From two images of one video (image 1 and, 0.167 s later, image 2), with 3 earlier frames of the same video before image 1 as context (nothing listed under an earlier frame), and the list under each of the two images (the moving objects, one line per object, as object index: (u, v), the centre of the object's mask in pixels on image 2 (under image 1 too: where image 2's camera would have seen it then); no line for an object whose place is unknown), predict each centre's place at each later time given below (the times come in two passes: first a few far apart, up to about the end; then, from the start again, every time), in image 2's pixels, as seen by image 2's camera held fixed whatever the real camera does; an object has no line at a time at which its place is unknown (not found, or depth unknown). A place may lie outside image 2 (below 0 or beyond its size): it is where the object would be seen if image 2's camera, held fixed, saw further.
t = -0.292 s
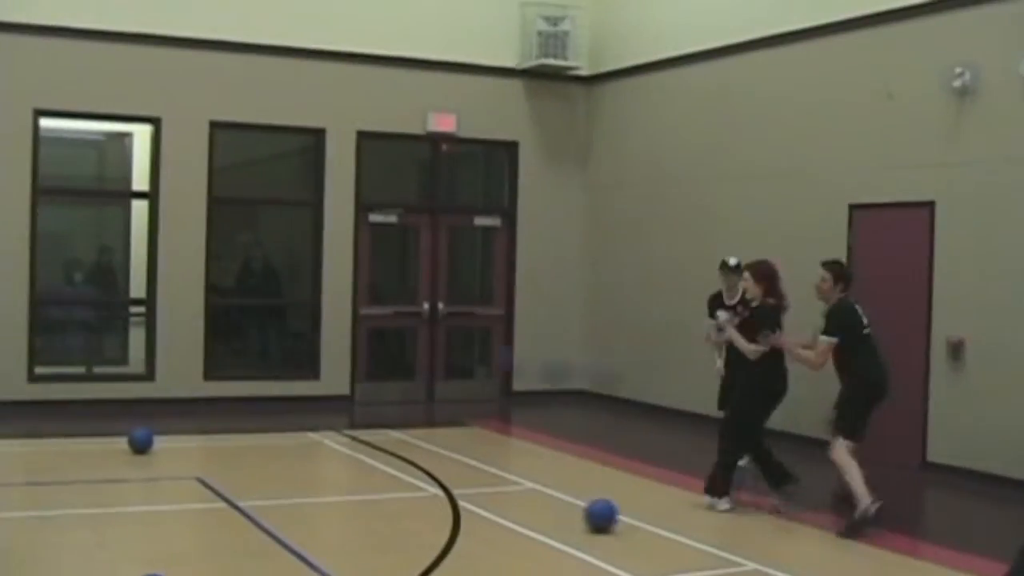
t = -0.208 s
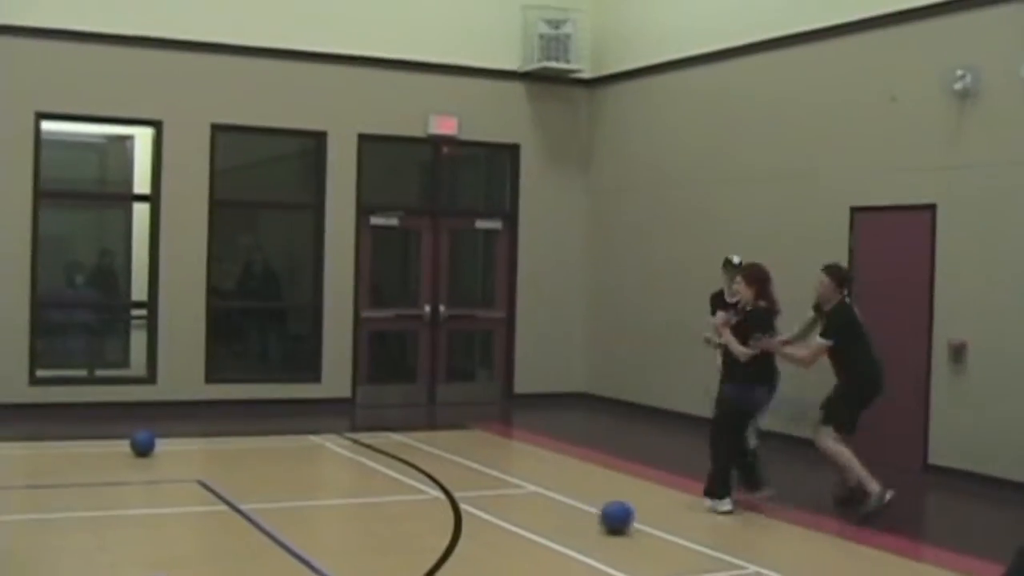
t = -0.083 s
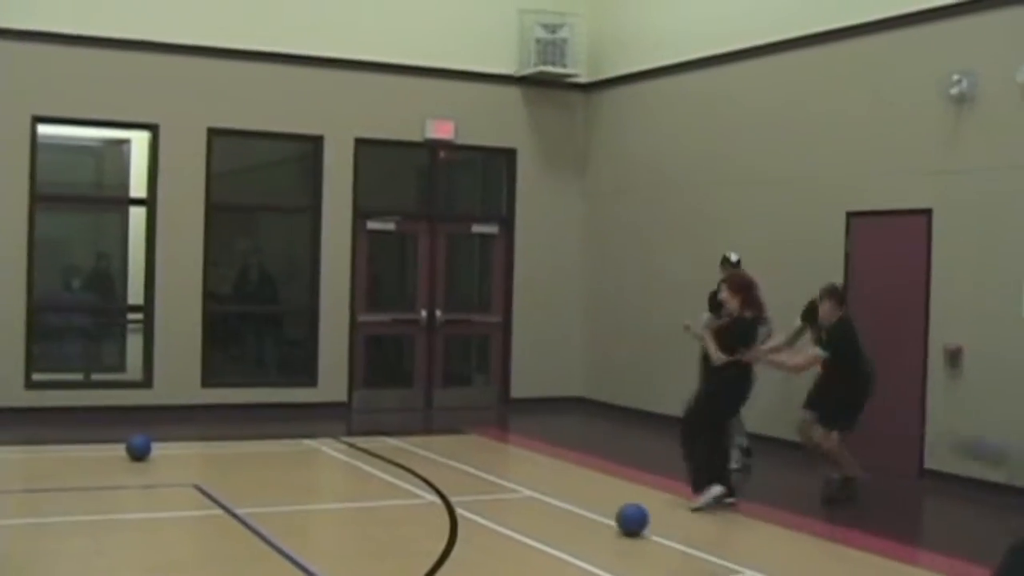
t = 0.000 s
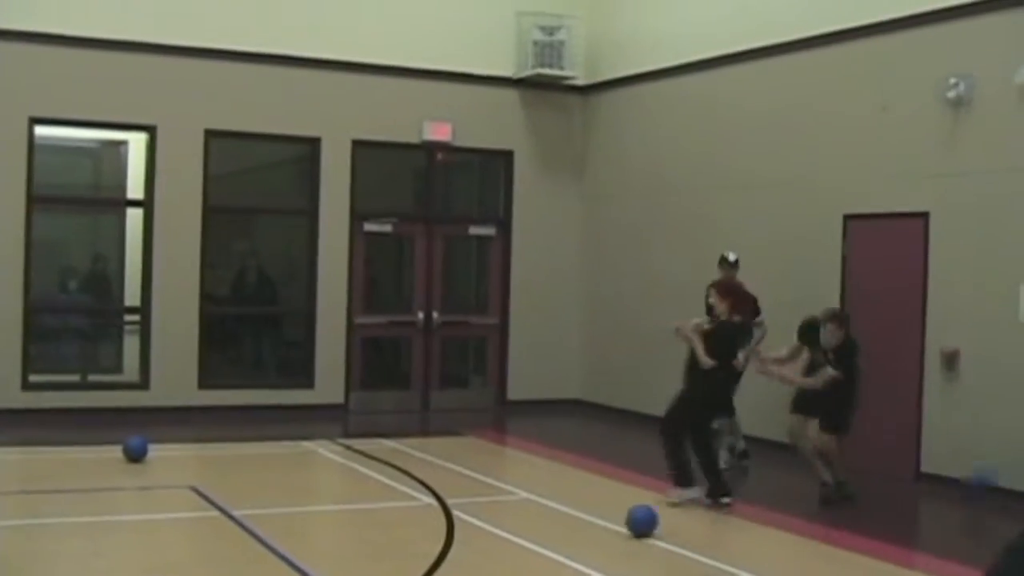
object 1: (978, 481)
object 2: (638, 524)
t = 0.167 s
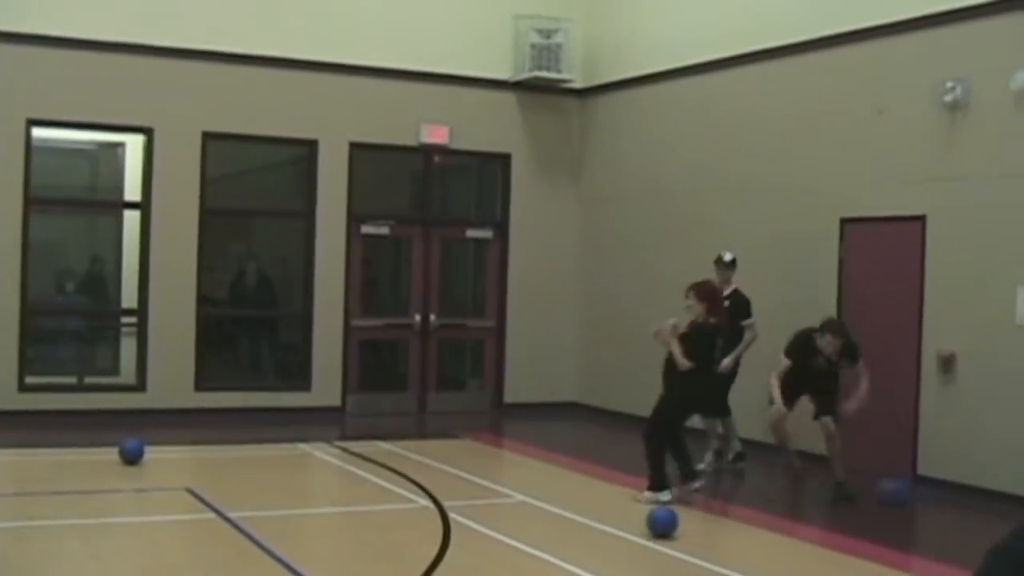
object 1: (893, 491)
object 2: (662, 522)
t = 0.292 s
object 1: (834, 497)
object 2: (679, 520)
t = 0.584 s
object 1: (681, 530)
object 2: (715, 516)
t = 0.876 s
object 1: (523, 541)
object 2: (744, 514)
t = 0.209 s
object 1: (874, 490)
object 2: (668, 521)
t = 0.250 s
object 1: (852, 493)
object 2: (673, 521)
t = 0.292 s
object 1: (834, 497)
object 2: (679, 520)
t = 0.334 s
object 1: (816, 505)
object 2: (685, 519)
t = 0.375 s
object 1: (791, 517)
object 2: (690, 518)
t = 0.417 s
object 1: (770, 517)
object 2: (695, 518)
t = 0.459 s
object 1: (747, 514)
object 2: (699, 518)
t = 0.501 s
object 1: (727, 515)
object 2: (709, 517)
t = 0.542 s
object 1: (695, 529)
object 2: (709, 517)
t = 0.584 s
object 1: (681, 530)
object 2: (715, 516)
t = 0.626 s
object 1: (661, 530)
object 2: (718, 516)
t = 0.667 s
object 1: (636, 529)
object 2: (723, 516)
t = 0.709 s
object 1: (614, 533)
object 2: (728, 515)
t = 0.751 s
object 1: (591, 536)
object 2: (732, 515)
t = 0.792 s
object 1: (568, 535)
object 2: (737, 515)
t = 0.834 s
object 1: (545, 537)
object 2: (741, 514)
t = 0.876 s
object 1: (523, 541)
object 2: (744, 514)
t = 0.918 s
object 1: (500, 543)
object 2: (749, 513)
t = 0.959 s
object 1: (479, 543)
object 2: (753, 513)
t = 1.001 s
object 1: (455, 545)
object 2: (757, 513)
